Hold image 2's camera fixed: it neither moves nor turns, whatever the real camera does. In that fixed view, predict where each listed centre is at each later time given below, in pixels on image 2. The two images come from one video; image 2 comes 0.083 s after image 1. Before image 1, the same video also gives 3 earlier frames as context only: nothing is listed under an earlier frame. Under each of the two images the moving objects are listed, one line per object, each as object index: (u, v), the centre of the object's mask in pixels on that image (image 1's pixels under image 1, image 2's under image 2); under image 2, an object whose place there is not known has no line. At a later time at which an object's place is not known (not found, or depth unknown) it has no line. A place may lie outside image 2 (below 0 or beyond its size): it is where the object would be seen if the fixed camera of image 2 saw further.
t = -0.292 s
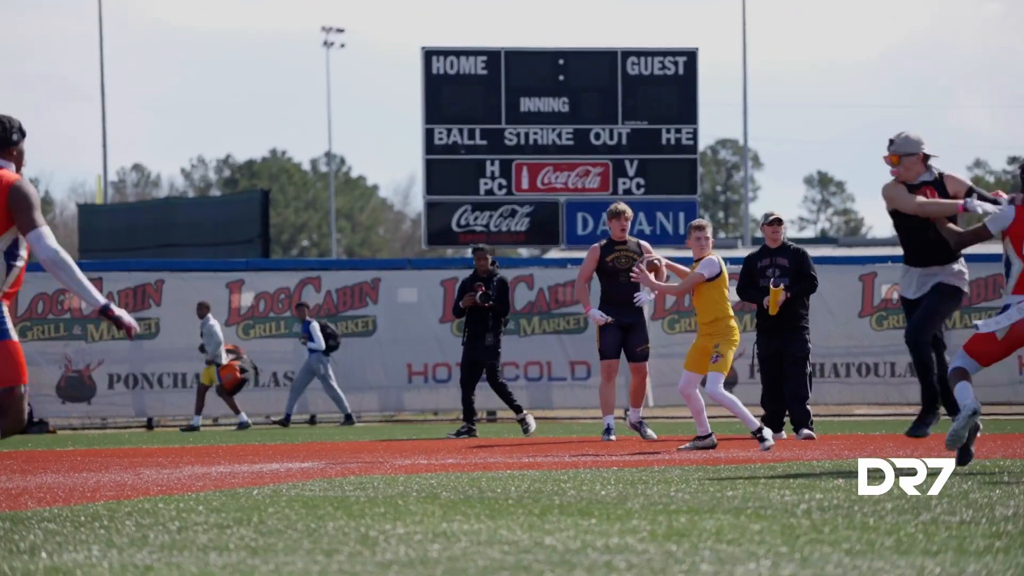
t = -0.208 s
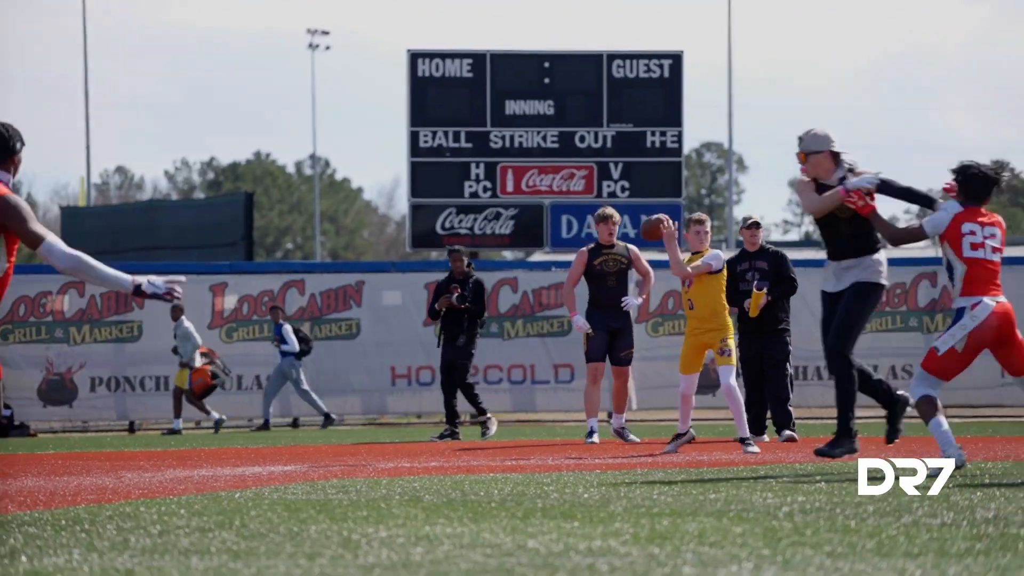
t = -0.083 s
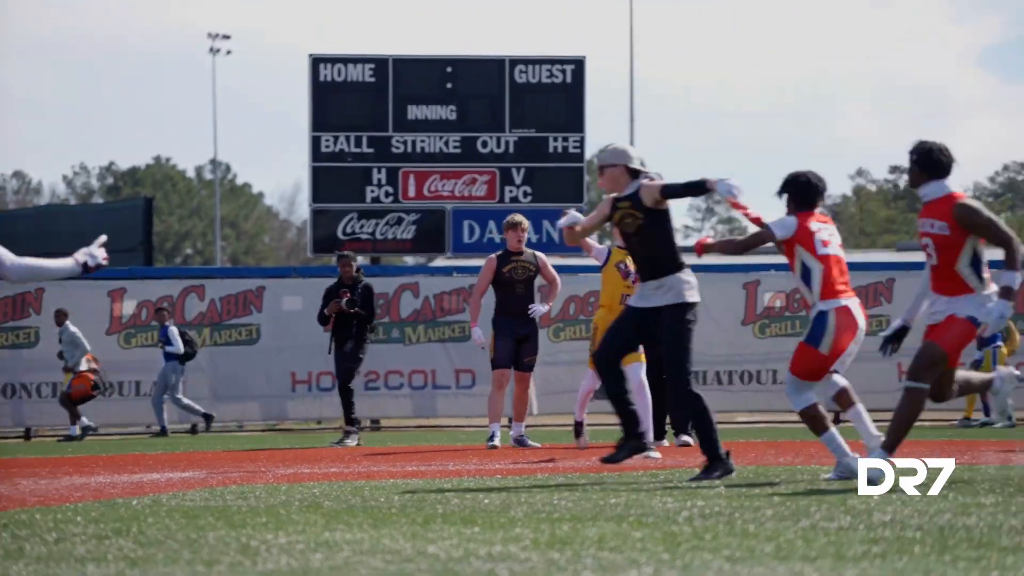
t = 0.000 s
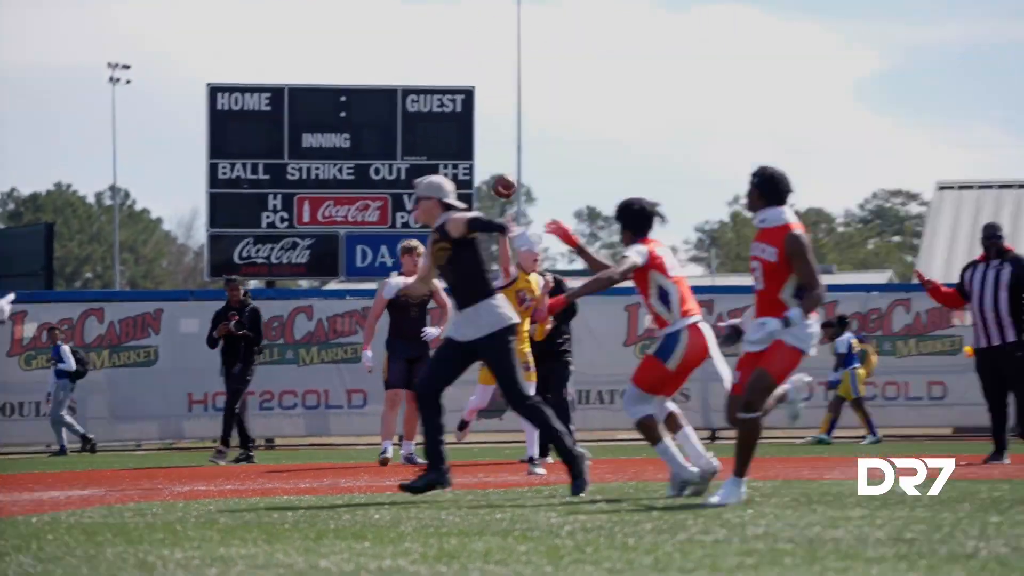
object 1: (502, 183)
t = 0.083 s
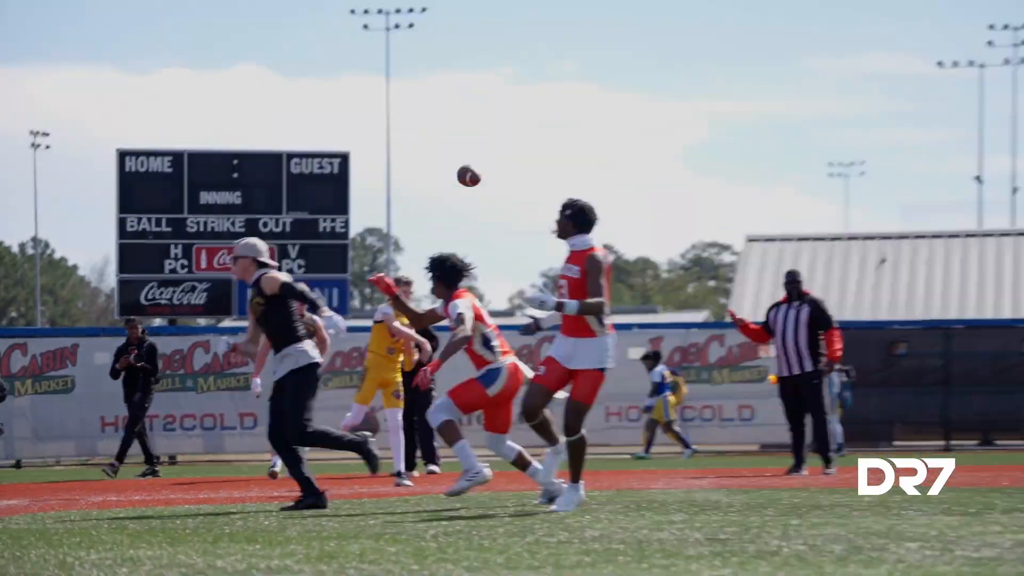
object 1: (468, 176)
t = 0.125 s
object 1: (515, 145)
